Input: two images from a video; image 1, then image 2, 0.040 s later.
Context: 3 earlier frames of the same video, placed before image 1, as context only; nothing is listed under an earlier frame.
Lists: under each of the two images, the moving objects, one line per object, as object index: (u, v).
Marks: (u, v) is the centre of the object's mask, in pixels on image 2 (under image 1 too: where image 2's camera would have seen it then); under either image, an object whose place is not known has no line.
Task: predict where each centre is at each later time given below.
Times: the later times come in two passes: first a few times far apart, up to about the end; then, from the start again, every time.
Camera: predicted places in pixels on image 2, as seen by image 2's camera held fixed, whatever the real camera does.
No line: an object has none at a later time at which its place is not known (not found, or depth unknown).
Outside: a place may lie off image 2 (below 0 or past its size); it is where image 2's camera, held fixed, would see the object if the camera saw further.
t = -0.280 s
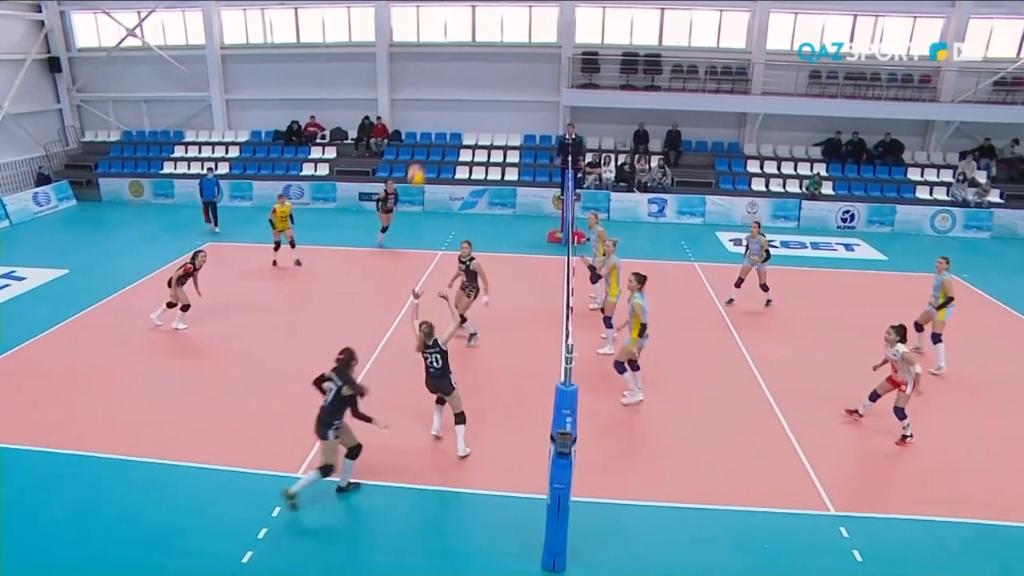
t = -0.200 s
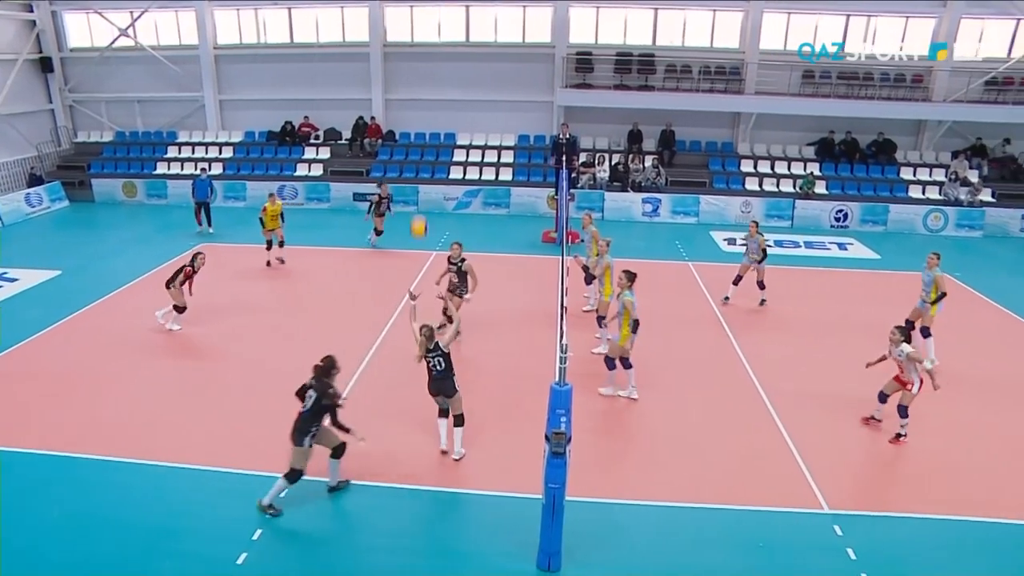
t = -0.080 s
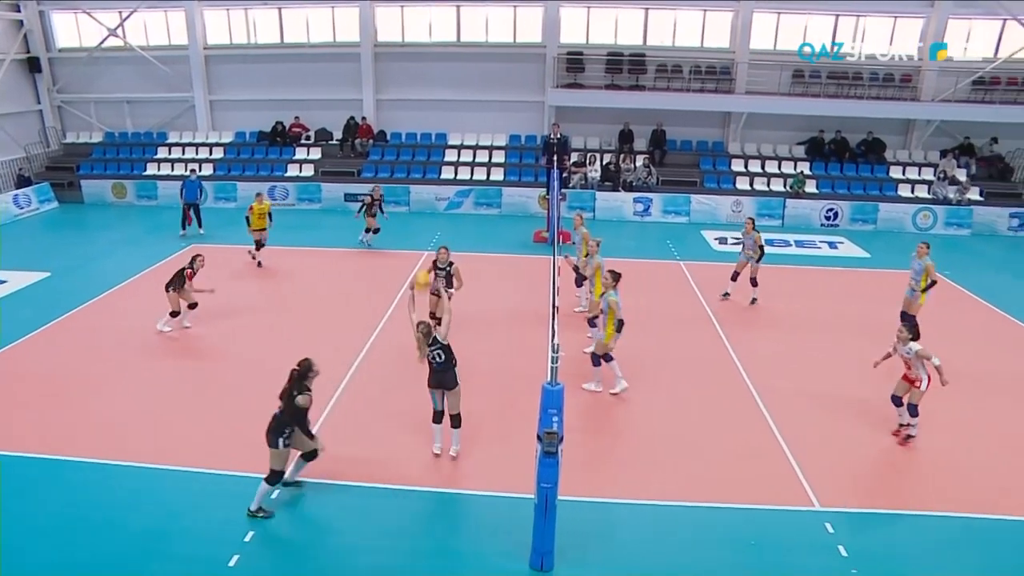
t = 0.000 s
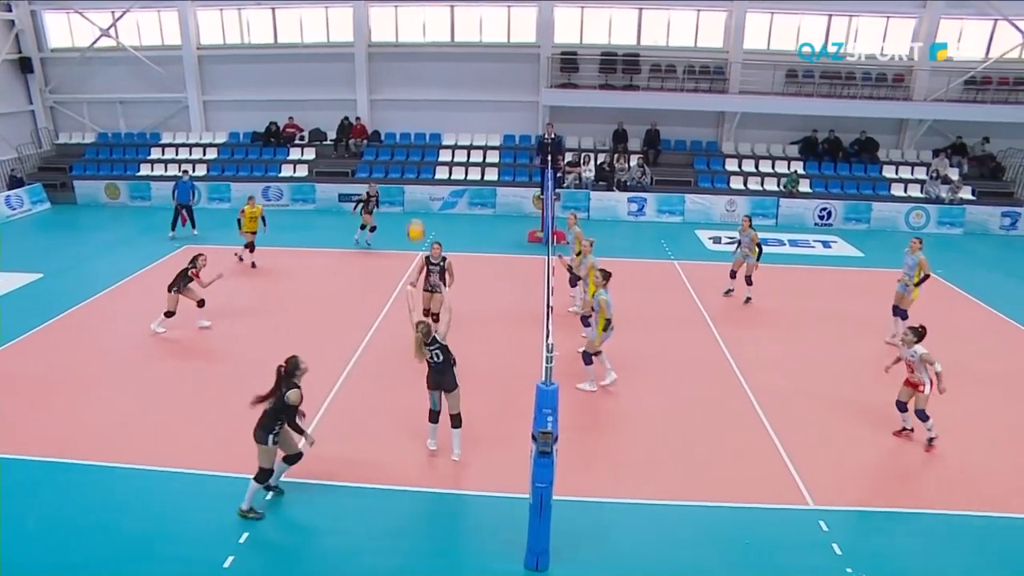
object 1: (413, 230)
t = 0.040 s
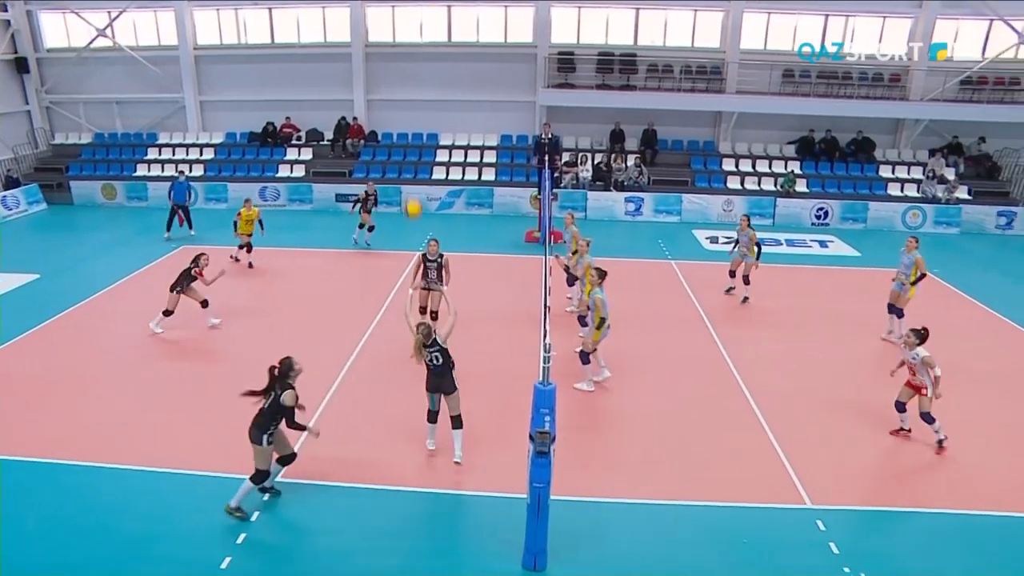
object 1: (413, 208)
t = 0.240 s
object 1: (410, 107)
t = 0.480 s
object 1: (408, 37)
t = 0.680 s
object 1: (408, 22)
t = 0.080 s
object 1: (412, 184)
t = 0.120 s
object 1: (411, 163)
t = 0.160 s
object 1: (411, 142)
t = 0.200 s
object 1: (411, 123)
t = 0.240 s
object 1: (410, 107)
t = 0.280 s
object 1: (410, 91)
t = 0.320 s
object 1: (409, 77)
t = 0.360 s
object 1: (409, 64)
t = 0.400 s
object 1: (409, 54)
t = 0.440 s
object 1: (409, 45)
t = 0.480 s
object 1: (408, 37)
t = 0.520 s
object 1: (408, 30)
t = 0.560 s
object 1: (408, 26)
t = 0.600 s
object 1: (408, 23)
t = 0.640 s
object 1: (408, 22)
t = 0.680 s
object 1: (408, 22)
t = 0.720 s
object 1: (408, 24)
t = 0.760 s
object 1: (408, 28)
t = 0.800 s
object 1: (408, 33)
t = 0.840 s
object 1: (408, 40)
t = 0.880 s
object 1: (407, 49)
